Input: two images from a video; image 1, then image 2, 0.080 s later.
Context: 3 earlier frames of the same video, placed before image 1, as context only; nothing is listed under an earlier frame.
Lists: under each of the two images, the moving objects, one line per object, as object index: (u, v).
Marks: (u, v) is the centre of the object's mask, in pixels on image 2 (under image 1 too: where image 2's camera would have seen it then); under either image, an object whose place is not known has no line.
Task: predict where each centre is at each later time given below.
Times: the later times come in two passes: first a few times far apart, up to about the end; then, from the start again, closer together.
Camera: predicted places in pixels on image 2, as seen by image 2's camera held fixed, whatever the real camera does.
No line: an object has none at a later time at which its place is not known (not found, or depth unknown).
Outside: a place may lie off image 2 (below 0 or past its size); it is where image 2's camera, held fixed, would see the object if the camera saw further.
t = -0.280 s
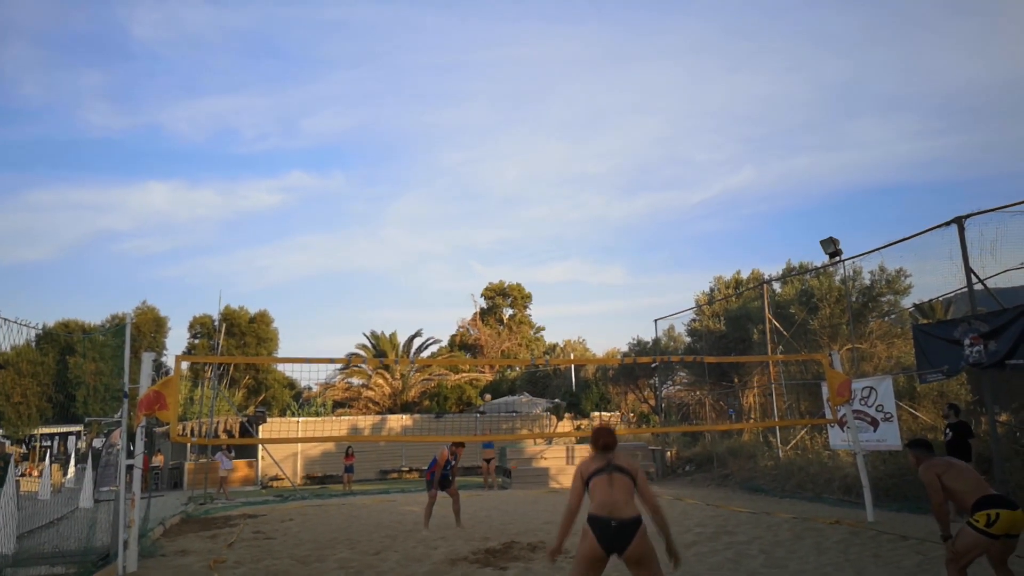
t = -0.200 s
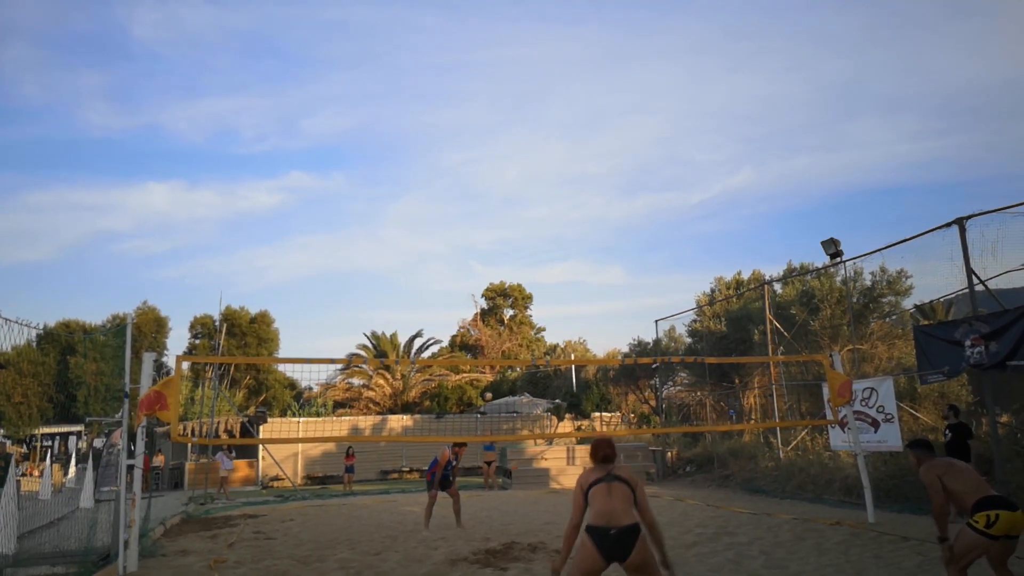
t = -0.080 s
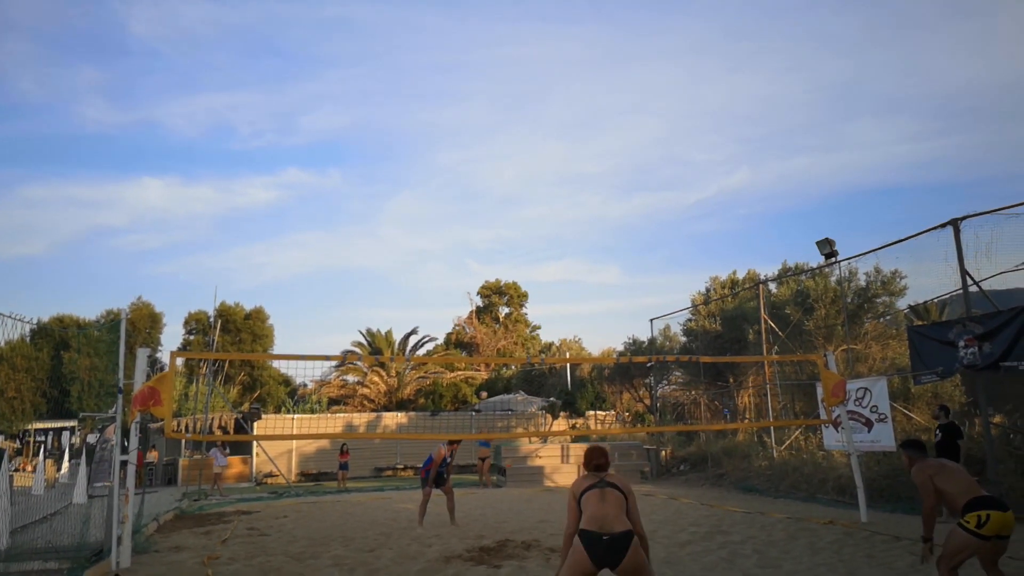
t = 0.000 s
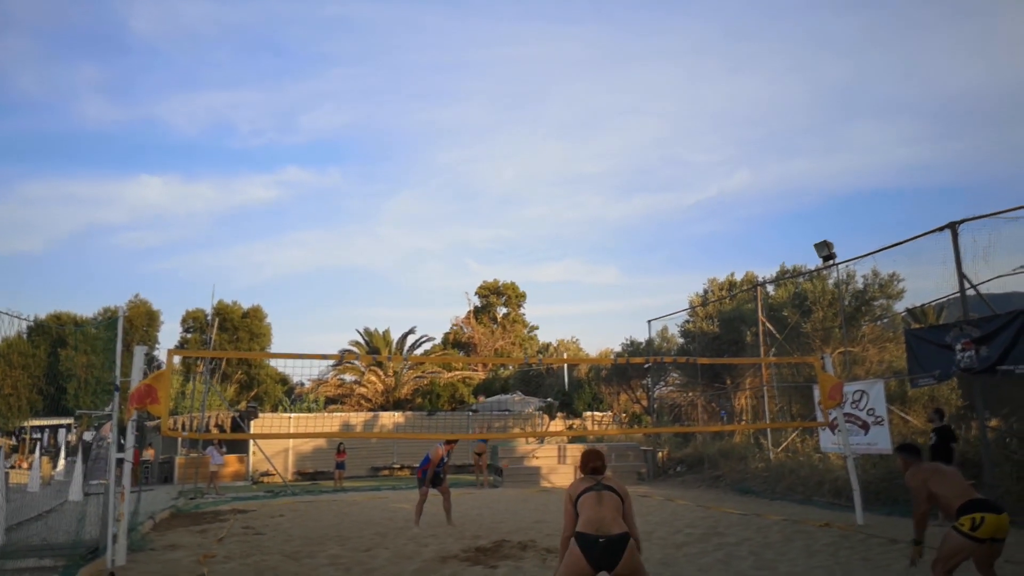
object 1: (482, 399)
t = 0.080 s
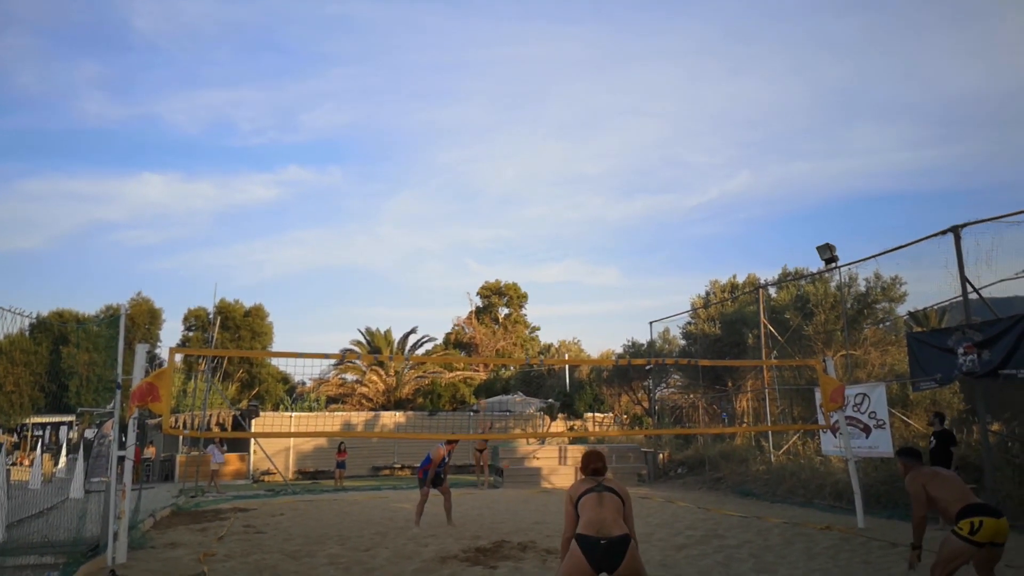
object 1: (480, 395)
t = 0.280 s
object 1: (467, 350)
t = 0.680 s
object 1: (433, 266)
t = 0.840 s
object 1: (416, 243)
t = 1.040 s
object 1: (387, 233)
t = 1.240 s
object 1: (359, 255)
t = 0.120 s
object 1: (479, 392)
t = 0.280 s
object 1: (467, 350)
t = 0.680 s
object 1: (433, 266)
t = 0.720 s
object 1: (429, 259)
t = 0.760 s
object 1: (425, 253)
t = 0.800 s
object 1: (420, 248)
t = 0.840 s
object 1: (416, 243)
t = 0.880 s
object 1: (410, 238)
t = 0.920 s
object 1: (404, 235)
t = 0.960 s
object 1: (399, 233)
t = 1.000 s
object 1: (393, 232)
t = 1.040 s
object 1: (387, 233)
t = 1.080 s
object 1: (381, 234)
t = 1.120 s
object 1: (376, 237)
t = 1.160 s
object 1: (370, 242)
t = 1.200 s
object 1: (365, 248)
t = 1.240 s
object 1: (359, 255)
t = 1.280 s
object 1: (353, 265)
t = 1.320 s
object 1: (349, 273)
